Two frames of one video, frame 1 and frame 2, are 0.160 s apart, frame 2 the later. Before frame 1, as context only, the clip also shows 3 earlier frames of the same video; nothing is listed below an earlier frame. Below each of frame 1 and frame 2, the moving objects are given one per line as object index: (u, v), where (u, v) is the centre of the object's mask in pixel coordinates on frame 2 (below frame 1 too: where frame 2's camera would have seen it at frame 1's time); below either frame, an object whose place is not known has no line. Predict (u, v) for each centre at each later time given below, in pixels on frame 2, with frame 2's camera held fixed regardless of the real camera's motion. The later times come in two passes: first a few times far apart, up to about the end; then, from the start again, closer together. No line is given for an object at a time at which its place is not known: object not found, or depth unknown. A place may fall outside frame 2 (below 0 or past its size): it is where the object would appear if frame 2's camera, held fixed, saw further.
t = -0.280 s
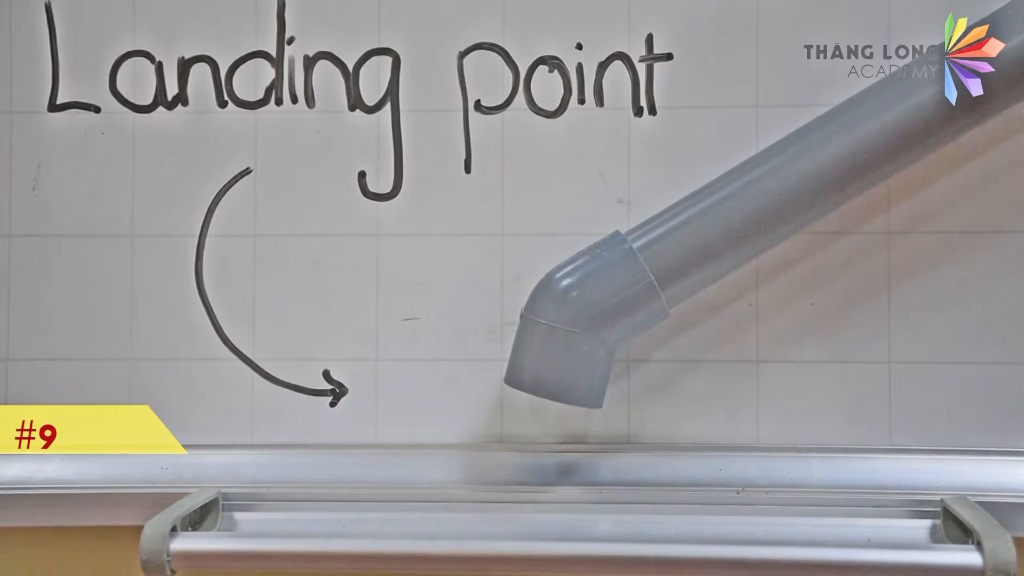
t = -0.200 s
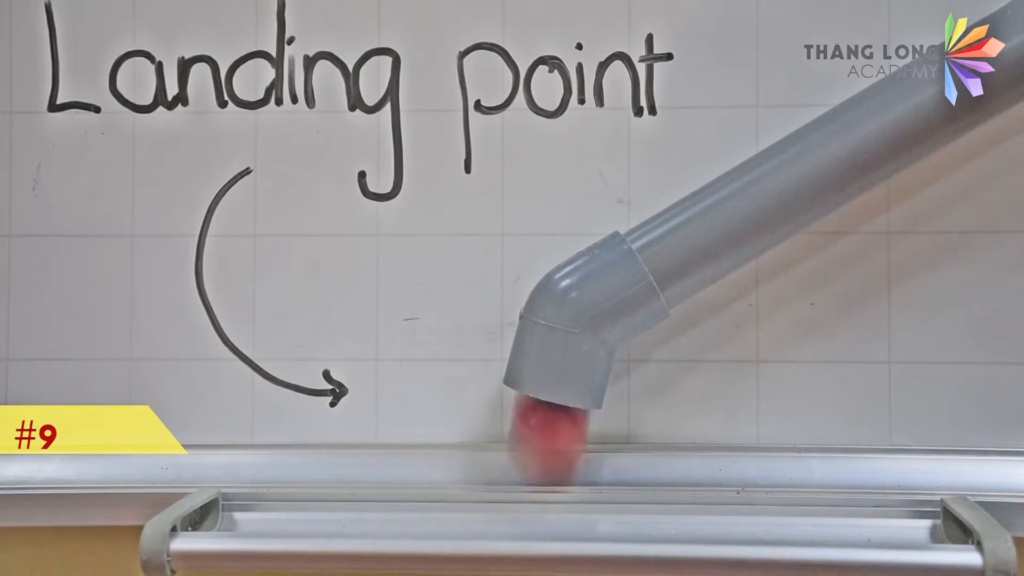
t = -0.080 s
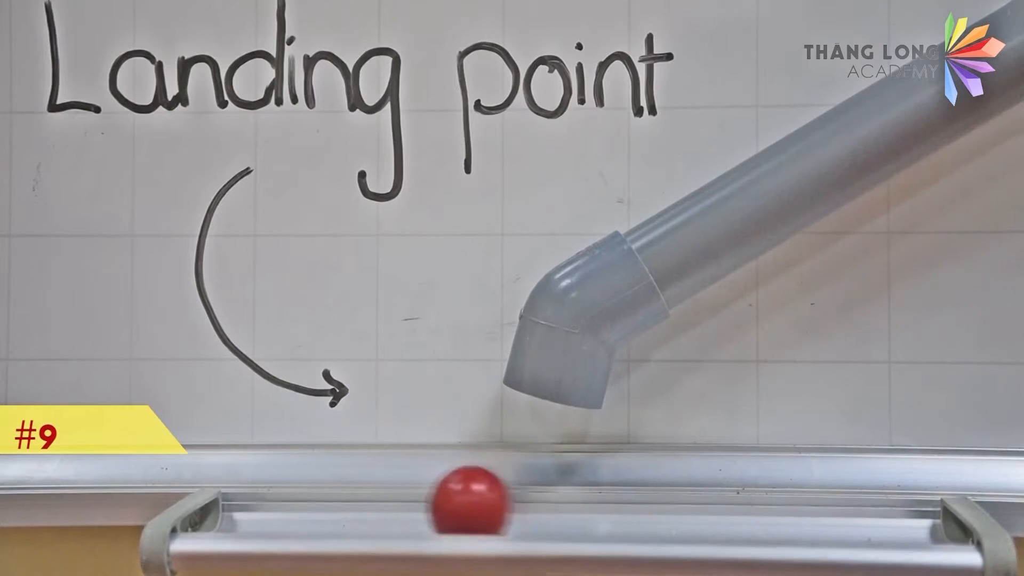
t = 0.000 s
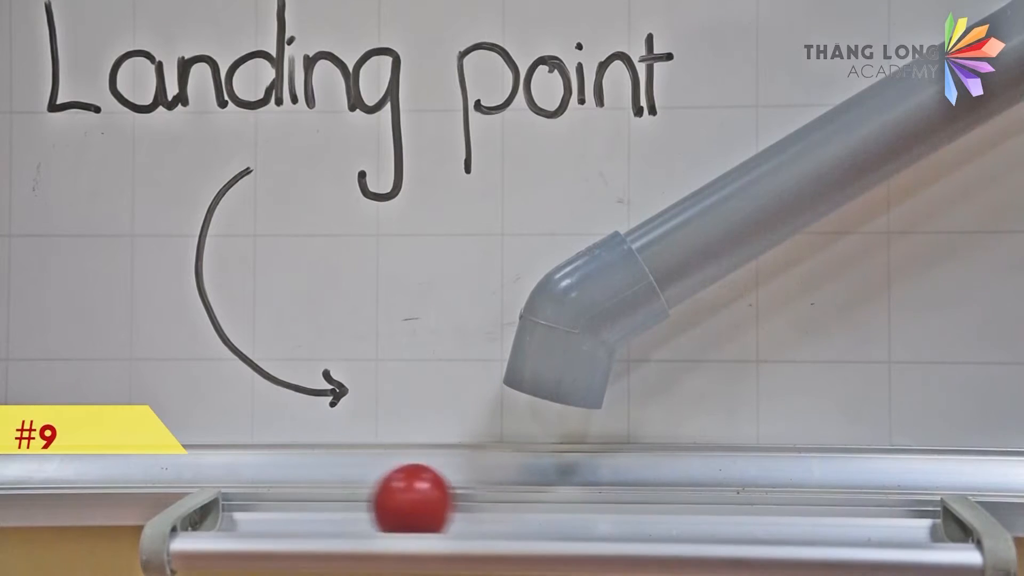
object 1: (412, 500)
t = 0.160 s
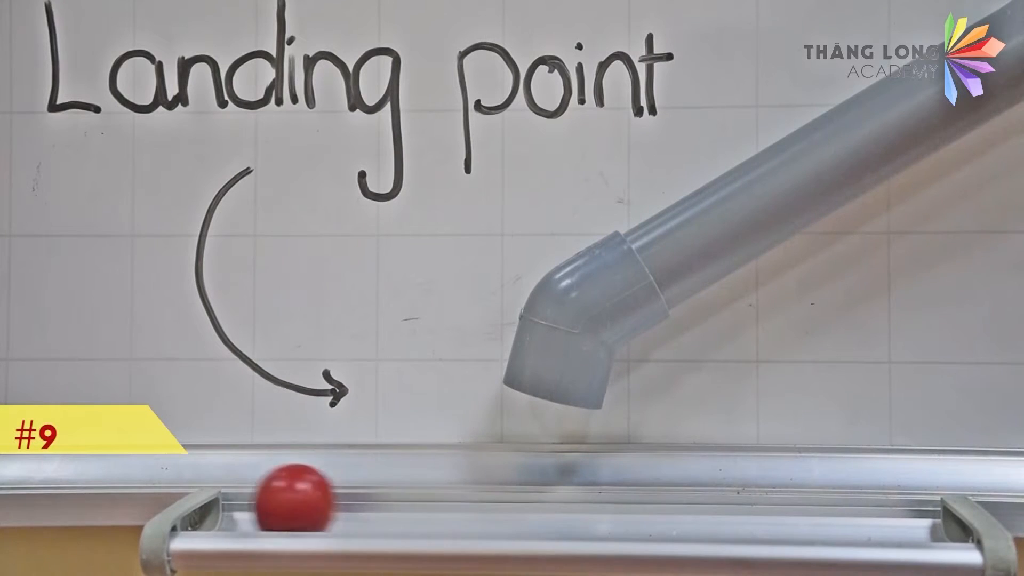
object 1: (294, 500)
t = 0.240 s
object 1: (241, 500)
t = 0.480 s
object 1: (293, 501)
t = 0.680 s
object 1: (322, 501)
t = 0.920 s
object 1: (339, 501)
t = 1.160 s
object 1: (342, 501)
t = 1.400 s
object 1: (339, 501)
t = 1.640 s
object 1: (333, 501)
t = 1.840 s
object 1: (326, 501)
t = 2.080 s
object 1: (311, 501)
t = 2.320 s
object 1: (297, 501)
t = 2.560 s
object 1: (283, 501)
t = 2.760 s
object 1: (277, 501)
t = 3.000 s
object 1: (272, 501)
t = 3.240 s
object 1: (271, 501)
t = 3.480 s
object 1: (269, 501)
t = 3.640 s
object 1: (269, 501)
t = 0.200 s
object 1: (267, 500)
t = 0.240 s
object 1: (241, 500)
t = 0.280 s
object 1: (249, 500)
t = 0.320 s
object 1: (260, 500)
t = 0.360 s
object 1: (267, 501)
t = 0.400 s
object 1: (275, 502)
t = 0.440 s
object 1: (283, 501)
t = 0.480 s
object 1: (293, 501)
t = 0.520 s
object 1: (301, 500)
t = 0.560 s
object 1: (307, 501)
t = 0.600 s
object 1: (312, 501)
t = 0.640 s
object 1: (316, 501)
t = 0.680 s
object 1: (322, 501)
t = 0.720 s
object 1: (326, 501)
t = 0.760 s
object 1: (330, 501)
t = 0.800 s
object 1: (333, 501)
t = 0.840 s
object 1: (335, 501)
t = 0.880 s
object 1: (337, 501)
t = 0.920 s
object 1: (339, 501)
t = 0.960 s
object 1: (340, 501)
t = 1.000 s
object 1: (341, 501)
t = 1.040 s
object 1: (341, 501)
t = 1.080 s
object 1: (341, 501)
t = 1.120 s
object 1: (342, 501)
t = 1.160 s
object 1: (342, 501)
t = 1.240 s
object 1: (341, 501)
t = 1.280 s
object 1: (340, 501)
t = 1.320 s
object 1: (340, 501)
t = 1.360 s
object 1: (340, 501)
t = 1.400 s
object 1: (339, 501)
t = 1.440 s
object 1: (337, 501)
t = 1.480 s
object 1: (336, 501)
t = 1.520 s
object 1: (335, 501)
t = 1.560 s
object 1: (335, 501)
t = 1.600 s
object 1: (334, 501)
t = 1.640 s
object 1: (333, 501)
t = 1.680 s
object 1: (332, 501)
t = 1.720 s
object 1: (332, 501)
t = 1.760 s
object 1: (331, 501)
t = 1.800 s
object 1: (328, 501)
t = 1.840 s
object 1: (326, 501)
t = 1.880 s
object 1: (324, 501)
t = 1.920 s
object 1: (322, 501)
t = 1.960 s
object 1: (319, 501)
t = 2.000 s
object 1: (316, 502)
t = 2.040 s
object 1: (313, 501)
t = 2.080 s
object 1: (311, 501)
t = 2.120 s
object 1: (308, 501)
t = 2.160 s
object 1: (306, 501)
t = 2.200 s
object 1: (304, 501)
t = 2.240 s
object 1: (302, 501)
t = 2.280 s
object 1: (300, 501)
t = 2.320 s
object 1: (297, 501)
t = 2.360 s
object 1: (295, 501)
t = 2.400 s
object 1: (292, 501)
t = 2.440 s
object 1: (290, 501)
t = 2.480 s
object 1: (287, 501)
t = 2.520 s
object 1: (285, 501)
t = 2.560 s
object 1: (283, 501)
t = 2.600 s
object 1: (282, 501)
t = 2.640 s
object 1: (281, 501)
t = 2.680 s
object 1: (280, 501)
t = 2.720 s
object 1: (278, 501)
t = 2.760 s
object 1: (277, 501)
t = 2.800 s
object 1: (276, 501)
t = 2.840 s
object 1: (275, 501)
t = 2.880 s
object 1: (274, 501)
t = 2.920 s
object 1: (274, 501)
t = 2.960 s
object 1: (273, 501)
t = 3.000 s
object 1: (272, 501)
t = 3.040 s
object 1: (272, 501)
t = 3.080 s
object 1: (272, 501)
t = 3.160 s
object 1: (271, 501)
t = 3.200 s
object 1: (271, 501)
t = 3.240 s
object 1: (271, 501)
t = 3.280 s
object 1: (270, 501)
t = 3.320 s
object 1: (270, 501)
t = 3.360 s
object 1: (269, 502)
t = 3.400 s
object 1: (269, 502)
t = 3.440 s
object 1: (270, 501)
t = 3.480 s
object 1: (269, 501)
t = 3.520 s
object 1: (269, 501)
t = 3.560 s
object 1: (269, 501)
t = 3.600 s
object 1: (269, 501)
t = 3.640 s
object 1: (269, 501)
